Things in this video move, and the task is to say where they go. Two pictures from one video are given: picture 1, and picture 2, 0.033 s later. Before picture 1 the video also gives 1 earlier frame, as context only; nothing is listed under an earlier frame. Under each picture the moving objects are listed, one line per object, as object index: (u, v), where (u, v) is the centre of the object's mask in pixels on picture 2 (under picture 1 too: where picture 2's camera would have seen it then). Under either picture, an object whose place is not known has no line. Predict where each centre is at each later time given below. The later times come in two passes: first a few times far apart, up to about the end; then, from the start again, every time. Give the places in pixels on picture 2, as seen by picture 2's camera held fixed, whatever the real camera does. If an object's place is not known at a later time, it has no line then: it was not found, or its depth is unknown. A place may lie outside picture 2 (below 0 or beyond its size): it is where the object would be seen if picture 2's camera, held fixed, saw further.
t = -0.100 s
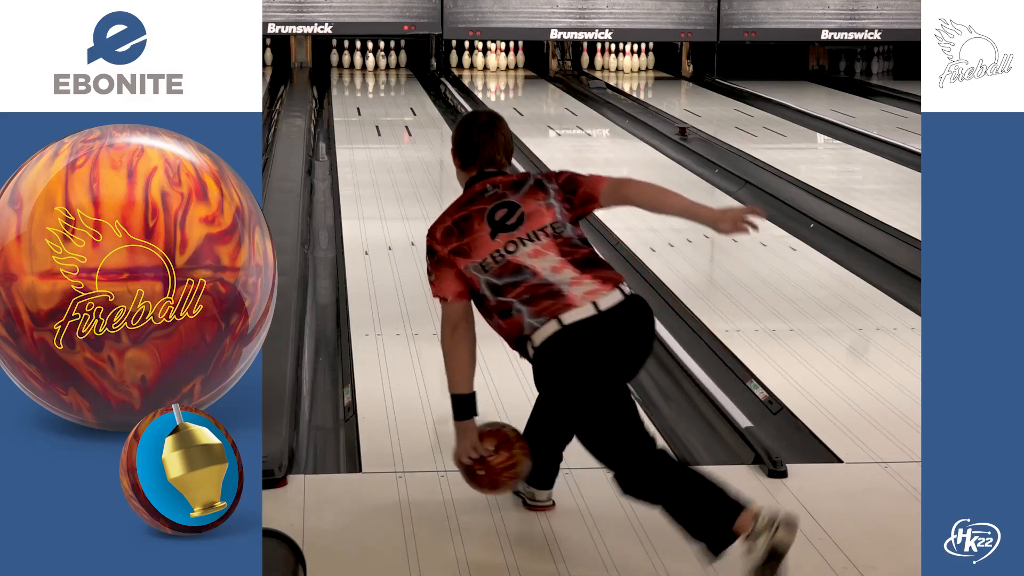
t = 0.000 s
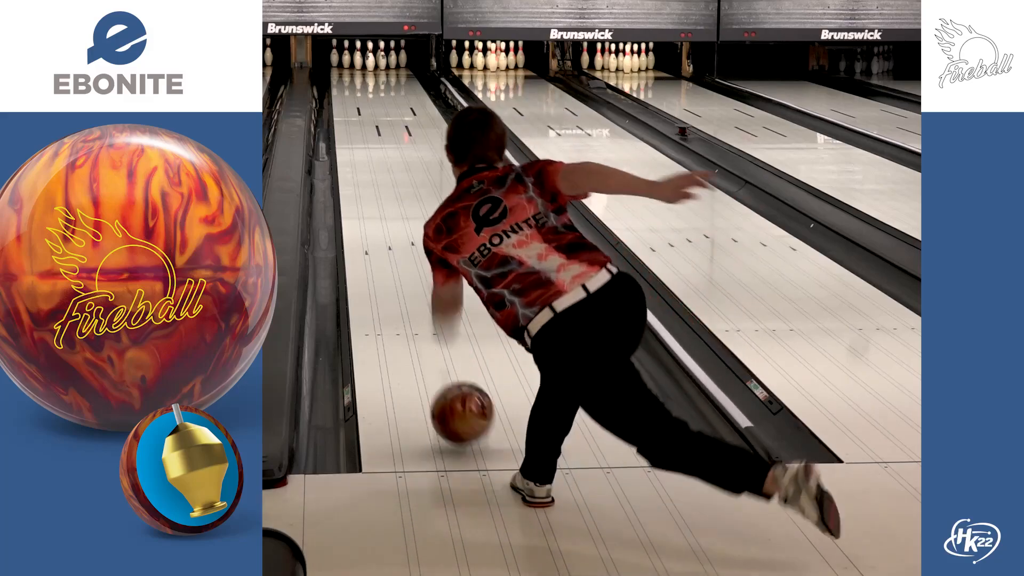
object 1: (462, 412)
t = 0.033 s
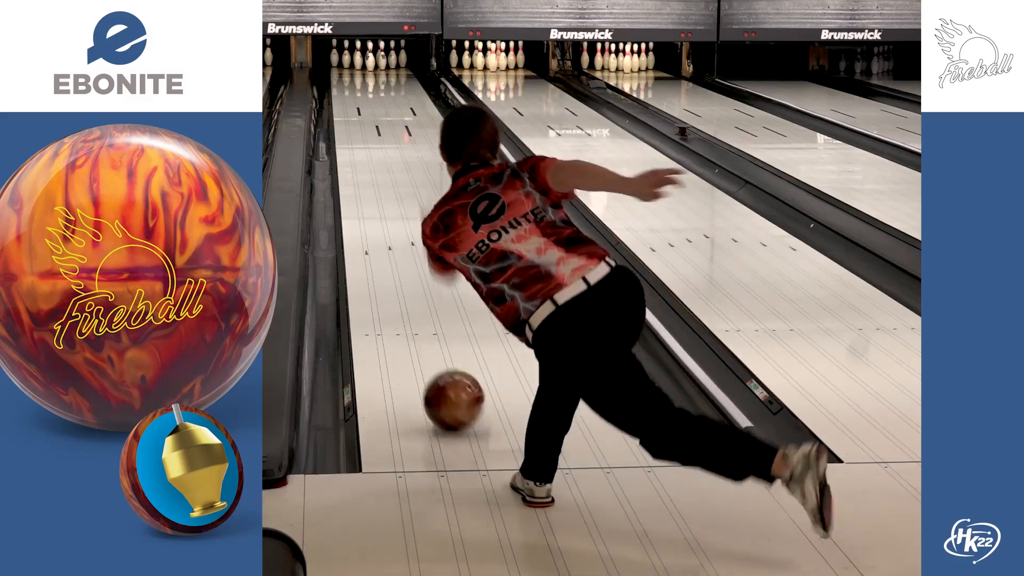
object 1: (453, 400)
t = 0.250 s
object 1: (413, 304)
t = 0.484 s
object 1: (383, 235)
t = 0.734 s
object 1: (366, 186)
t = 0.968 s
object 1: (355, 153)
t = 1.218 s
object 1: (347, 127)
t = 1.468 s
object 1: (344, 106)
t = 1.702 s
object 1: (344, 91)
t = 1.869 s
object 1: (346, 83)
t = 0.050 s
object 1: (449, 391)
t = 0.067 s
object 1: (446, 383)
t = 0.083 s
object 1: (442, 374)
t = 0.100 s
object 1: (438, 366)
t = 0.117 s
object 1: (435, 358)
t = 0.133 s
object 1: (432, 351)
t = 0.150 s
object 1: (429, 344)
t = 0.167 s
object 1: (426, 336)
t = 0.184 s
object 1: (423, 329)
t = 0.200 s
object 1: (420, 323)
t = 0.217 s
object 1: (418, 316)
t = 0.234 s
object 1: (415, 310)
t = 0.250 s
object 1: (413, 304)
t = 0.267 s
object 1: (410, 298)
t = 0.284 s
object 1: (408, 292)
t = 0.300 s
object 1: (406, 287)
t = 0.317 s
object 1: (404, 281)
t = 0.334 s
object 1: (401, 276)
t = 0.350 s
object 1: (399, 271)
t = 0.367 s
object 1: (397, 266)
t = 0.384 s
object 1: (395, 261)
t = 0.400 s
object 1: (394, 256)
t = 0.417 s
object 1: (392, 252)
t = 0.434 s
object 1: (390, 248)
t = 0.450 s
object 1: (388, 244)
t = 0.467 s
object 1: (384, 240)
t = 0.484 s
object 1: (383, 235)
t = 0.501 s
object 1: (384, 232)
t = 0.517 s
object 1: (382, 228)
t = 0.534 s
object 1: (381, 224)
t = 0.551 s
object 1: (379, 221)
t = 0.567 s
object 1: (378, 217)
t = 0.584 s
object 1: (376, 214)
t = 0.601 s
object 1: (375, 210)
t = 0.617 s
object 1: (374, 207)
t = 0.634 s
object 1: (373, 204)
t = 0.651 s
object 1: (372, 200)
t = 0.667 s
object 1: (370, 197)
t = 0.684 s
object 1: (369, 195)
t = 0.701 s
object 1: (368, 192)
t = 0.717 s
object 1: (367, 189)
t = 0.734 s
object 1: (366, 186)
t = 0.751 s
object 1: (365, 183)
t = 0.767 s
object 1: (364, 181)
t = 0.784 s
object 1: (363, 178)
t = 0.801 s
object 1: (362, 176)
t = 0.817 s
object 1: (362, 173)
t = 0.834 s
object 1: (361, 171)
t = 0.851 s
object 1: (360, 168)
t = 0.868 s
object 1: (359, 166)
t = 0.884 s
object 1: (358, 164)
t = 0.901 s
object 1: (357, 162)
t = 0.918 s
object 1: (357, 160)
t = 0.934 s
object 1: (356, 157)
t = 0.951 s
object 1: (355, 155)
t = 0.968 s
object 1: (355, 153)
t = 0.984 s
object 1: (354, 151)
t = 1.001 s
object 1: (353, 149)
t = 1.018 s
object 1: (353, 147)
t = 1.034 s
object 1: (352, 145)
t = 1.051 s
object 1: (351, 143)
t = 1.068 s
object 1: (351, 142)
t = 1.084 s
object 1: (351, 140)
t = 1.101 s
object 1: (350, 138)
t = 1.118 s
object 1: (349, 136)
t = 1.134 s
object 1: (349, 135)
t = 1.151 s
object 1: (349, 133)
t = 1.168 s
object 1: (348, 131)
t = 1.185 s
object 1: (348, 130)
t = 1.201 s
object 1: (347, 128)
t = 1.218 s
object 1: (347, 127)
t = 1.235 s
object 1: (347, 125)
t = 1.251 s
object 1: (346, 124)
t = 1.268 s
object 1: (346, 122)
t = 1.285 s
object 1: (346, 121)
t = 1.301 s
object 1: (345, 119)
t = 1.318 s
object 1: (345, 118)
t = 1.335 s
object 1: (345, 117)
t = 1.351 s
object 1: (345, 115)
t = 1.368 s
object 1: (345, 114)
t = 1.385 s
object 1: (344, 112)
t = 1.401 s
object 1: (344, 111)
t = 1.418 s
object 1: (344, 110)
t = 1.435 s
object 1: (344, 109)
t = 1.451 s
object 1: (344, 107)
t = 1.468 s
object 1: (344, 106)
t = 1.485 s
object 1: (343, 105)
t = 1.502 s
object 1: (343, 104)
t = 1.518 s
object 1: (343, 103)
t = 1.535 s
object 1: (343, 101)
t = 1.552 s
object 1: (344, 100)
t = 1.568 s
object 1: (343, 99)
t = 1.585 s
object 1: (343, 98)
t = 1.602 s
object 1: (343, 97)
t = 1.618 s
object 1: (344, 96)
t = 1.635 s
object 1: (344, 95)
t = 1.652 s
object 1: (344, 94)
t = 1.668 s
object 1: (344, 93)
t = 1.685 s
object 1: (344, 93)
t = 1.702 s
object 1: (344, 91)
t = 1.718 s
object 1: (344, 91)
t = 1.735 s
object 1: (344, 89)
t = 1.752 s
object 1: (344, 88)
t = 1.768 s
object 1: (345, 88)
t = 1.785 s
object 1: (345, 87)
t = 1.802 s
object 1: (345, 86)
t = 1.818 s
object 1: (345, 85)
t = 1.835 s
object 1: (346, 84)
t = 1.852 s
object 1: (346, 84)
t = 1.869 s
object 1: (346, 83)
